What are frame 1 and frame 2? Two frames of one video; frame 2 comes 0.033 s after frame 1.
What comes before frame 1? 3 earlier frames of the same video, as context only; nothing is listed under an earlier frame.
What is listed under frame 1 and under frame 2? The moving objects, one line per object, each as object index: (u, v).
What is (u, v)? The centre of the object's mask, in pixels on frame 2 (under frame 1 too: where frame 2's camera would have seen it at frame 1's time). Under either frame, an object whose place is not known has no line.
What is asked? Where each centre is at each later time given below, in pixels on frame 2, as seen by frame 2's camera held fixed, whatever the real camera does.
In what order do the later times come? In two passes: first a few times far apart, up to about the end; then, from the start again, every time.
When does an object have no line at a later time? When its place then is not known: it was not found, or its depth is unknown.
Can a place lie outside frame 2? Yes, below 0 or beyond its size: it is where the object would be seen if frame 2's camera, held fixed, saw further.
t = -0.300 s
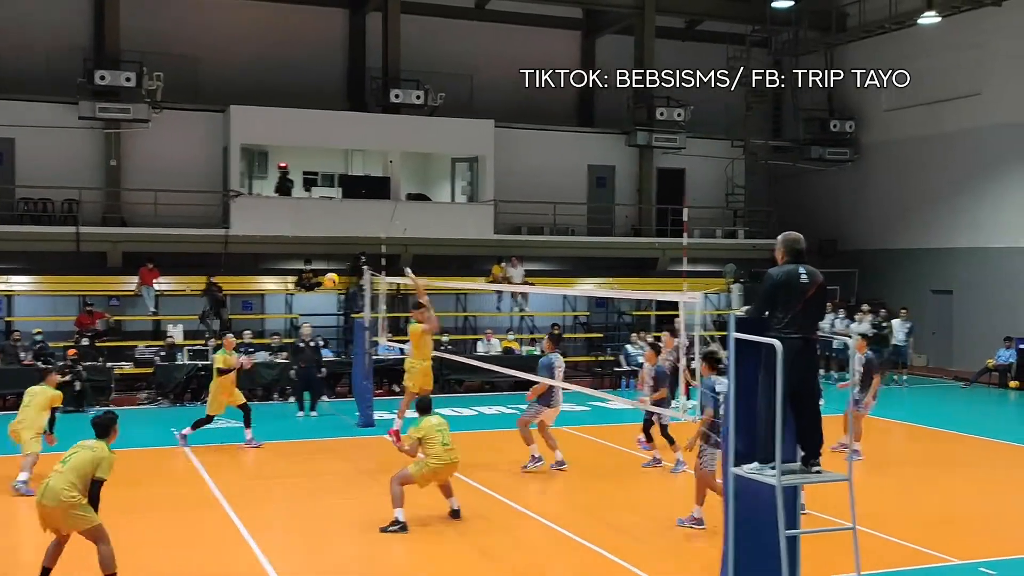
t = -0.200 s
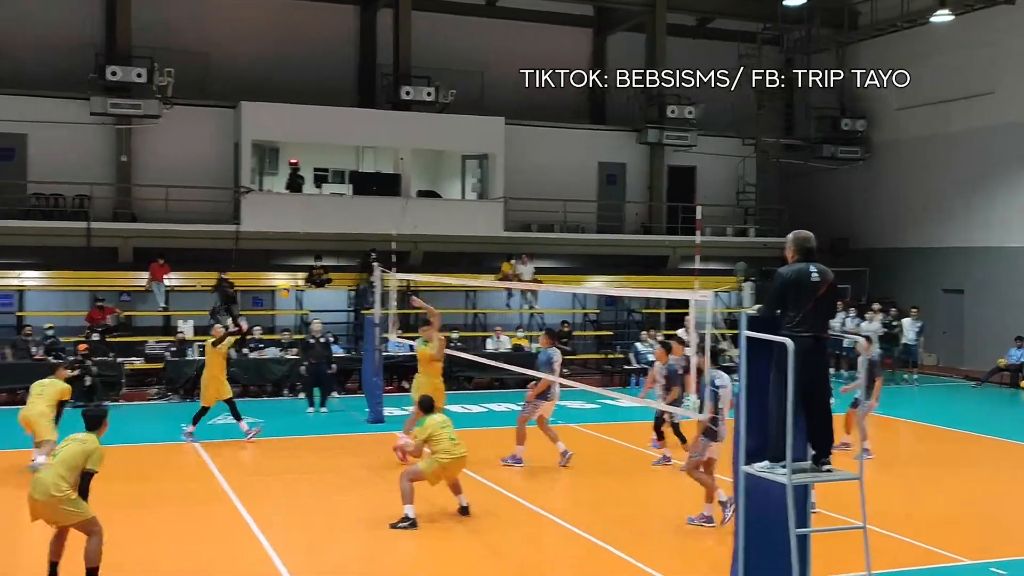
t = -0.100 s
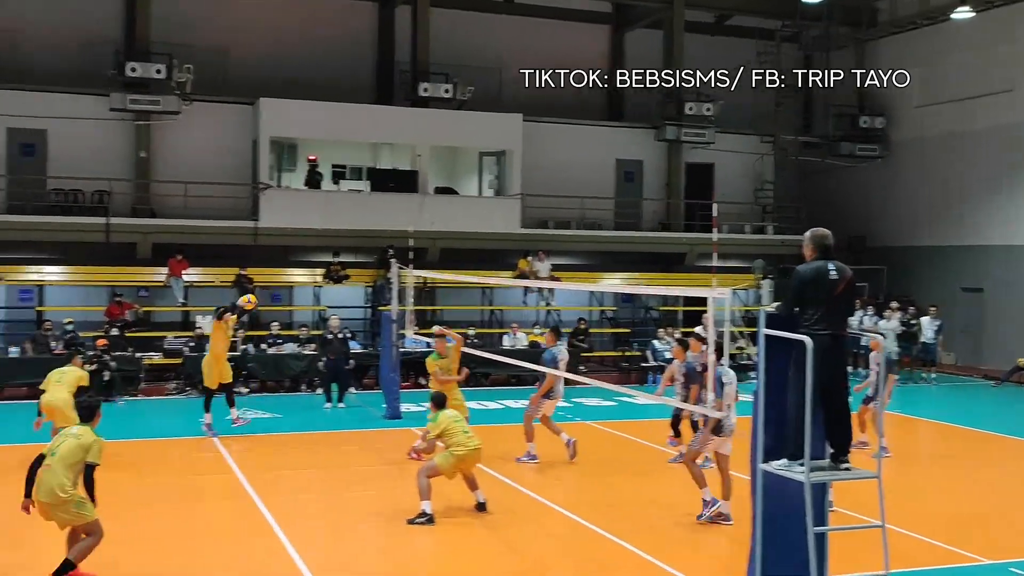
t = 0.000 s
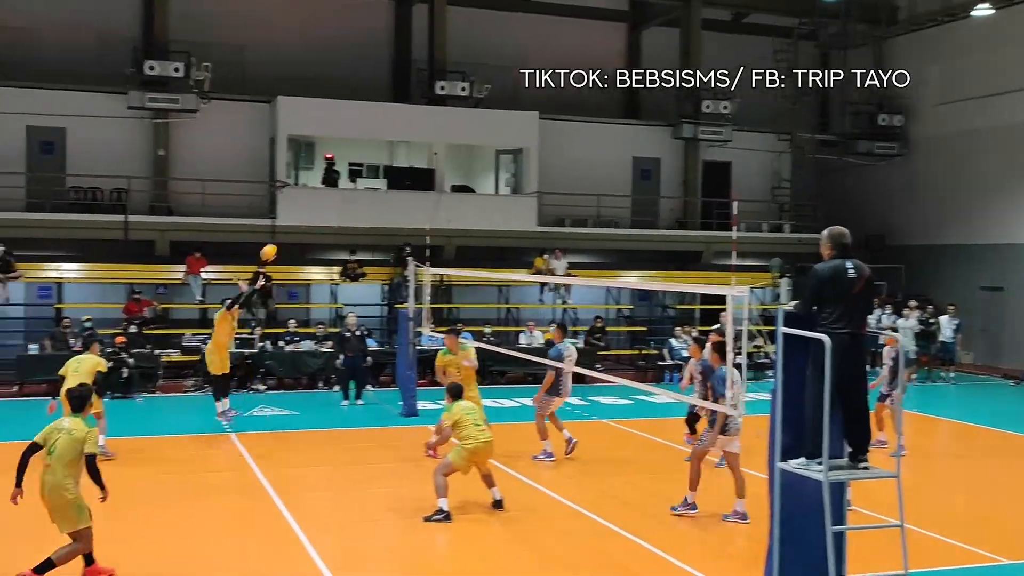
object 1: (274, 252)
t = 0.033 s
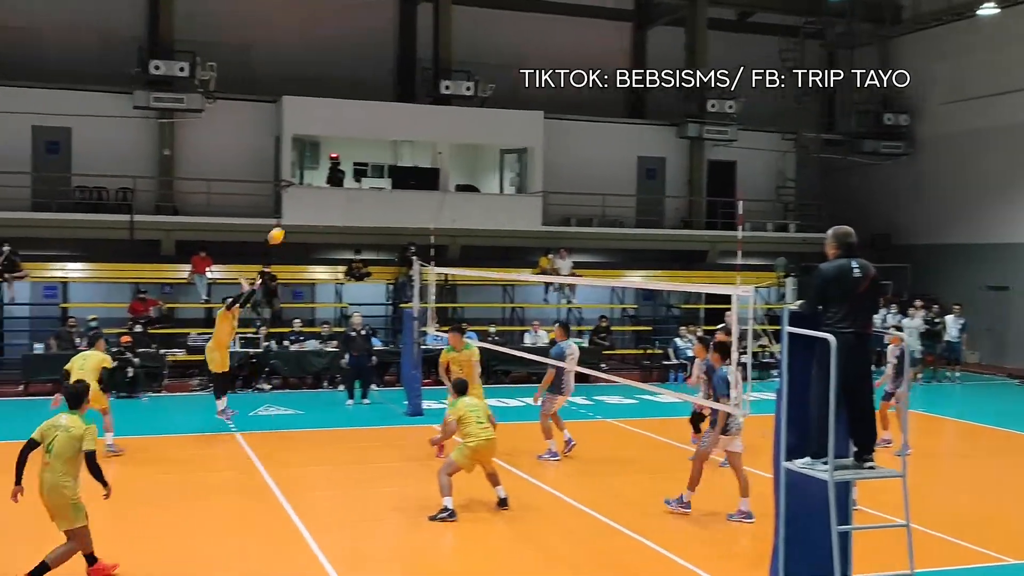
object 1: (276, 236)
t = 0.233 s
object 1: (291, 153)
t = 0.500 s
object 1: (311, 85)
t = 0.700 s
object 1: (326, 64)
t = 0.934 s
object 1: (346, 77)
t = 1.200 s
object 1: (366, 143)
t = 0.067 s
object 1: (278, 222)
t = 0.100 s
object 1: (280, 206)
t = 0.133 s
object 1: (283, 192)
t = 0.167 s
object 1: (285, 180)
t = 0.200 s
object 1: (289, 165)
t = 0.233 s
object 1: (291, 153)
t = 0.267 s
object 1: (293, 143)
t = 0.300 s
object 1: (296, 132)
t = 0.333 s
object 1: (298, 122)
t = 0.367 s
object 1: (299, 114)
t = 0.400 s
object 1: (301, 105)
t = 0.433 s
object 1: (306, 97)
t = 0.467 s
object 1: (308, 90)
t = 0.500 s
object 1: (311, 85)
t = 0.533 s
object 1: (313, 79)
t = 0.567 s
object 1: (316, 74)
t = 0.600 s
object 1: (318, 71)
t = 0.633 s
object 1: (321, 68)
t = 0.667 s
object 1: (324, 65)
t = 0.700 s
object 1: (326, 64)
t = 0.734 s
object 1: (329, 64)
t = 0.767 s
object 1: (332, 64)
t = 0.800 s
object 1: (334, 65)
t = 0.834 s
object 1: (337, 66)
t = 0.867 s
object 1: (340, 69)
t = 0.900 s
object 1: (343, 72)
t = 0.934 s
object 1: (346, 77)
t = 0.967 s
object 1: (348, 82)
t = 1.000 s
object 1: (351, 88)
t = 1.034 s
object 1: (353, 95)
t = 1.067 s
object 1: (357, 103)
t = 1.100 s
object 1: (360, 112)
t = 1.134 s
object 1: (363, 121)
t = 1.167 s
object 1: (364, 132)
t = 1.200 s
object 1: (366, 143)
